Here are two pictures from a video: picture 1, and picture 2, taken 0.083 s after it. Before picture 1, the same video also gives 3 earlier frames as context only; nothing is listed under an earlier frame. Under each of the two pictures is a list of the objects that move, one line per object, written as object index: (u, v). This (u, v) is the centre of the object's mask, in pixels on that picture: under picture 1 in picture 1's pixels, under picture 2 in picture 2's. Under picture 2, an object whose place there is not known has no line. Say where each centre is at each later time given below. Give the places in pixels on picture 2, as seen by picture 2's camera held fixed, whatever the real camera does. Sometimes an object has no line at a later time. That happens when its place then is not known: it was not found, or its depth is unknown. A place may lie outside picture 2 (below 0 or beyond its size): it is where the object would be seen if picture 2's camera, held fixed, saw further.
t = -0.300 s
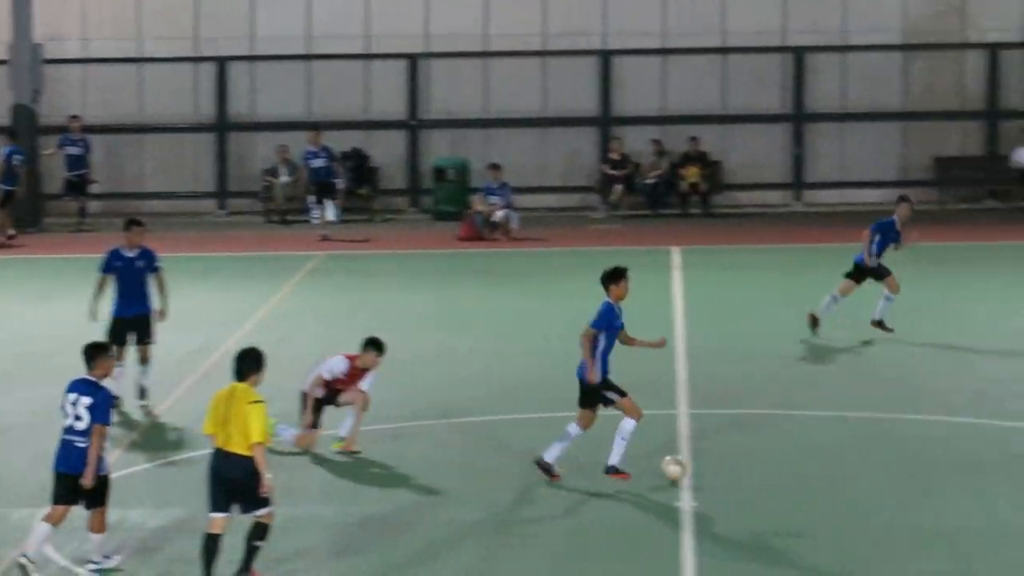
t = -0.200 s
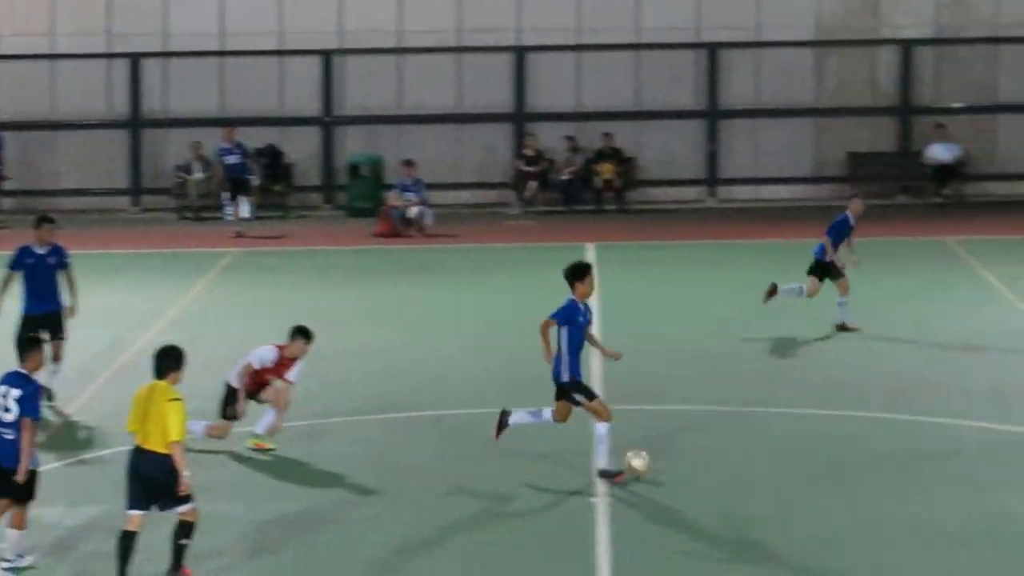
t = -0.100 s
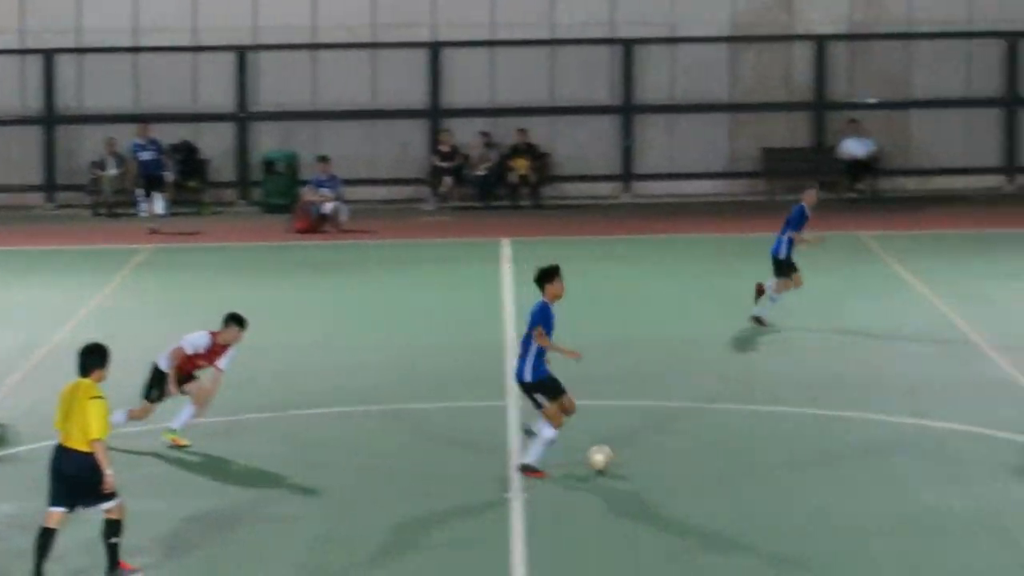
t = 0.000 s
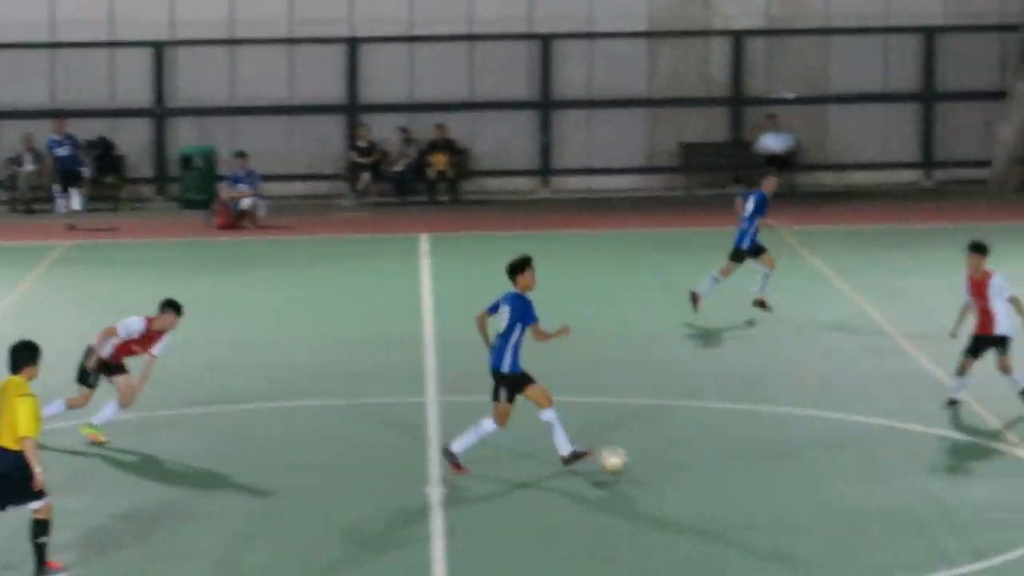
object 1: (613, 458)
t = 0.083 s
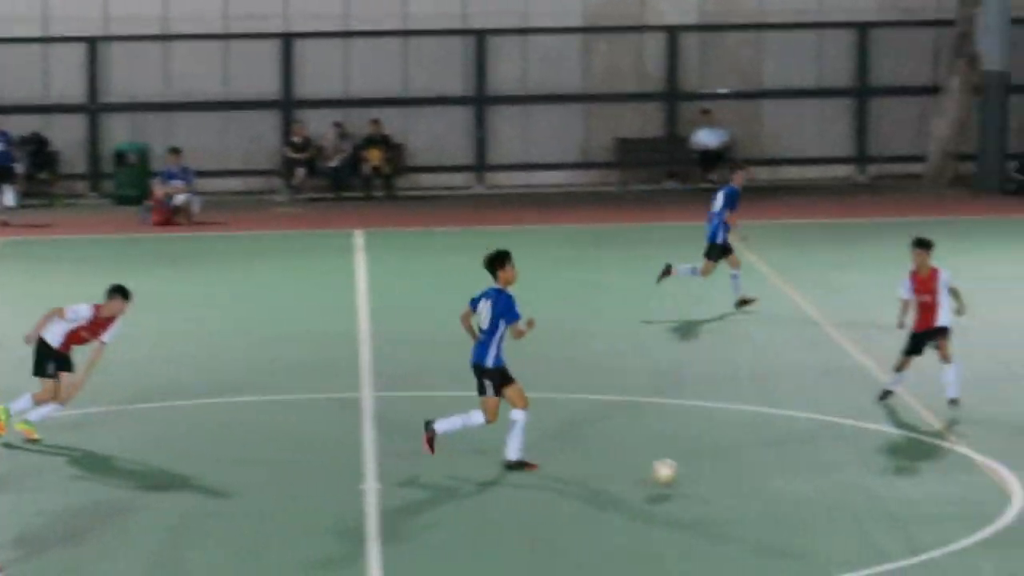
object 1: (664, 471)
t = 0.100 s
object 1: (686, 477)
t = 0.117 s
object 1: (709, 482)
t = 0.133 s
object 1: (731, 489)
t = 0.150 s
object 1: (752, 492)
